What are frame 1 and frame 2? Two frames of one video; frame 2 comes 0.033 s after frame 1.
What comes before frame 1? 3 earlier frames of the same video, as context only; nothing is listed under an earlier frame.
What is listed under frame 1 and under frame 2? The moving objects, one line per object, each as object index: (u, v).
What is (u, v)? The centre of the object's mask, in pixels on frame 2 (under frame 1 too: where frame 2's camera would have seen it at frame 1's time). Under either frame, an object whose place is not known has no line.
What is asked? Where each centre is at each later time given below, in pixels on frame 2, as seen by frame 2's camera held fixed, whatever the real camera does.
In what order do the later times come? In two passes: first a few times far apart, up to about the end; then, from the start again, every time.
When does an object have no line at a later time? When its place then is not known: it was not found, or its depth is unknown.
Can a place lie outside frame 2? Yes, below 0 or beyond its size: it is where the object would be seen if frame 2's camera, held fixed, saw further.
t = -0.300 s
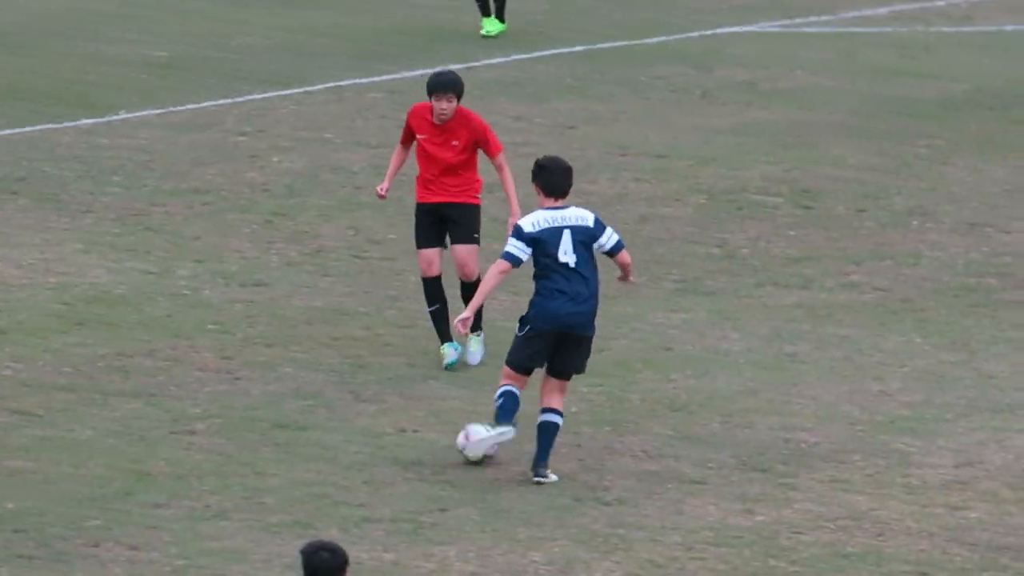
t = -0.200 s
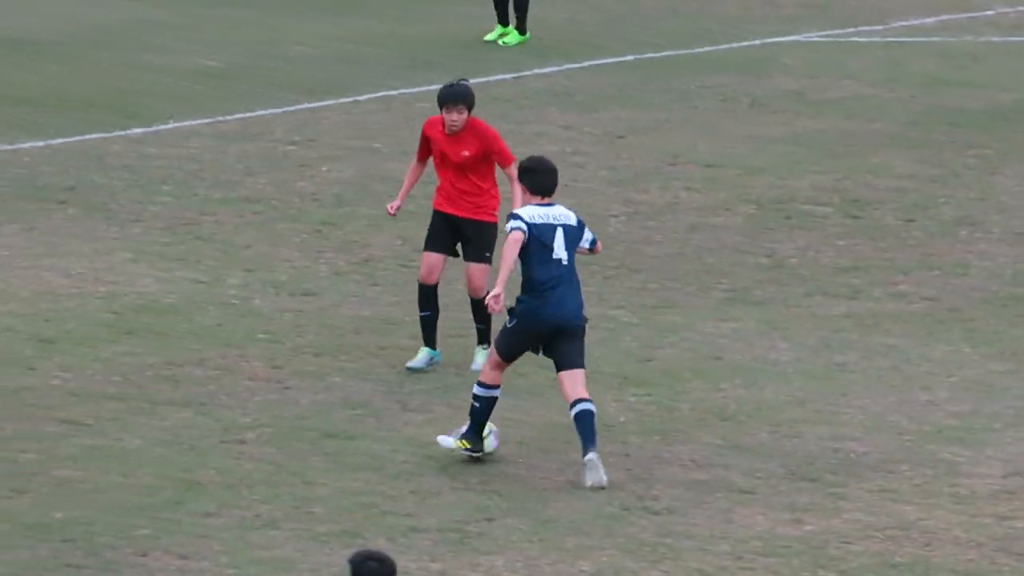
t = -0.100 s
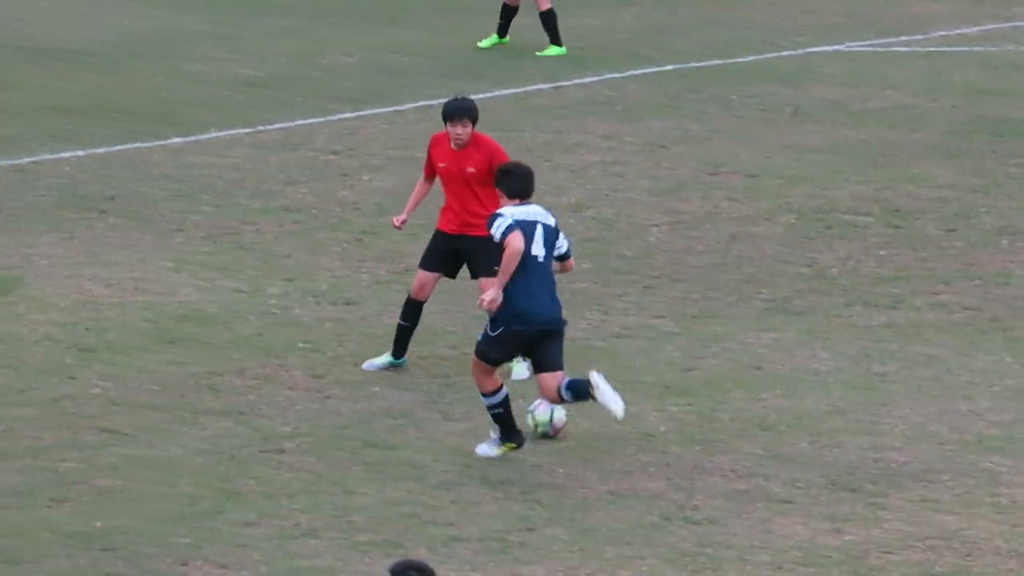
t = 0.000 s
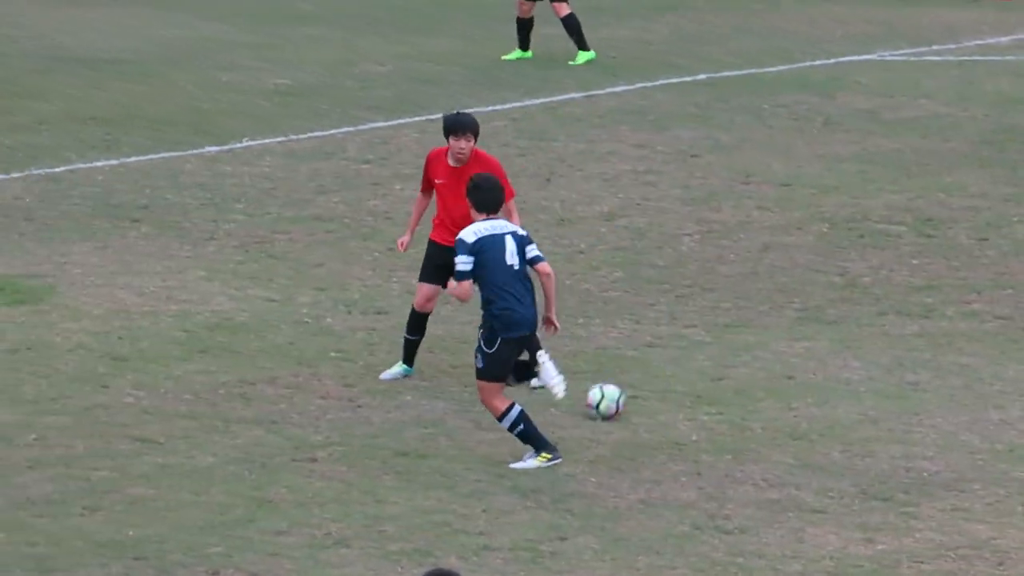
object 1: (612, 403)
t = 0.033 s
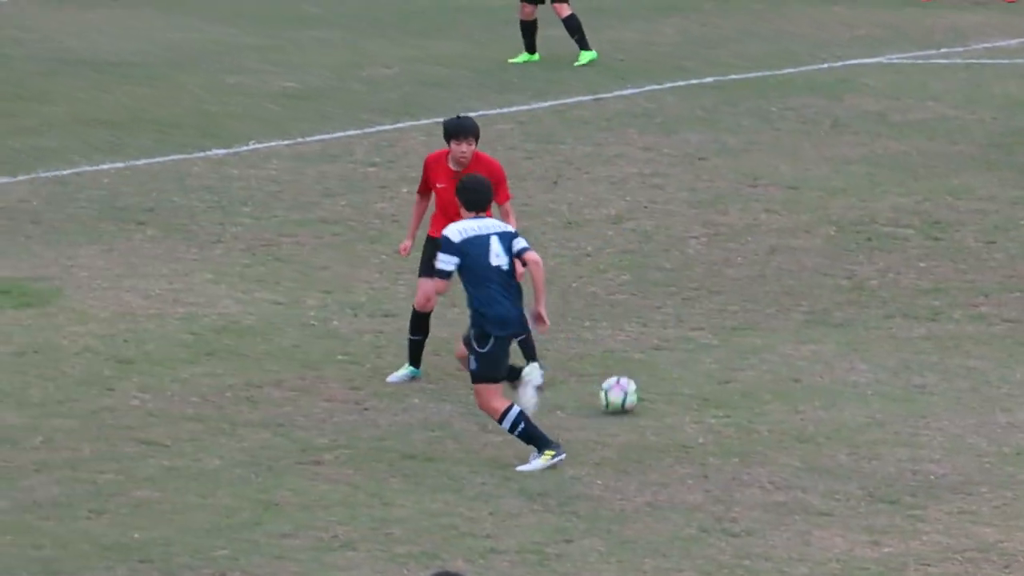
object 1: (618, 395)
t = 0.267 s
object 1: (658, 339)
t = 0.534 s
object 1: (682, 300)
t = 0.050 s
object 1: (622, 390)
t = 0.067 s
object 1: (626, 387)
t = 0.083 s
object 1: (630, 383)
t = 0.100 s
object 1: (633, 379)
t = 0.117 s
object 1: (636, 376)
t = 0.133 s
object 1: (640, 373)
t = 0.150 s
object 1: (642, 367)
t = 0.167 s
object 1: (644, 362)
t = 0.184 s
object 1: (646, 356)
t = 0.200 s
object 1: (649, 352)
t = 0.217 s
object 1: (651, 348)
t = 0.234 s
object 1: (653, 344)
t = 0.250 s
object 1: (656, 342)
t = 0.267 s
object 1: (658, 339)
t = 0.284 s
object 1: (660, 338)
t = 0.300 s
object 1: (662, 335)
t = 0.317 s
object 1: (665, 334)
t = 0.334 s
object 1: (667, 333)
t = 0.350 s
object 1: (668, 329)
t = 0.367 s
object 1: (669, 325)
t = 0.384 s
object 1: (671, 322)
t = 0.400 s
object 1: (672, 318)
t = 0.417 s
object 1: (674, 315)
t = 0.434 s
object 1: (675, 314)
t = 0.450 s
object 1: (676, 312)
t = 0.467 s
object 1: (677, 310)
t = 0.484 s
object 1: (679, 309)
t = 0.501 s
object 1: (680, 306)
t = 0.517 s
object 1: (681, 303)
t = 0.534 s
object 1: (682, 300)
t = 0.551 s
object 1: (682, 298)
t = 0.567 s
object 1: (683, 295)
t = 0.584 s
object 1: (684, 292)
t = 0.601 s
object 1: (685, 291)
